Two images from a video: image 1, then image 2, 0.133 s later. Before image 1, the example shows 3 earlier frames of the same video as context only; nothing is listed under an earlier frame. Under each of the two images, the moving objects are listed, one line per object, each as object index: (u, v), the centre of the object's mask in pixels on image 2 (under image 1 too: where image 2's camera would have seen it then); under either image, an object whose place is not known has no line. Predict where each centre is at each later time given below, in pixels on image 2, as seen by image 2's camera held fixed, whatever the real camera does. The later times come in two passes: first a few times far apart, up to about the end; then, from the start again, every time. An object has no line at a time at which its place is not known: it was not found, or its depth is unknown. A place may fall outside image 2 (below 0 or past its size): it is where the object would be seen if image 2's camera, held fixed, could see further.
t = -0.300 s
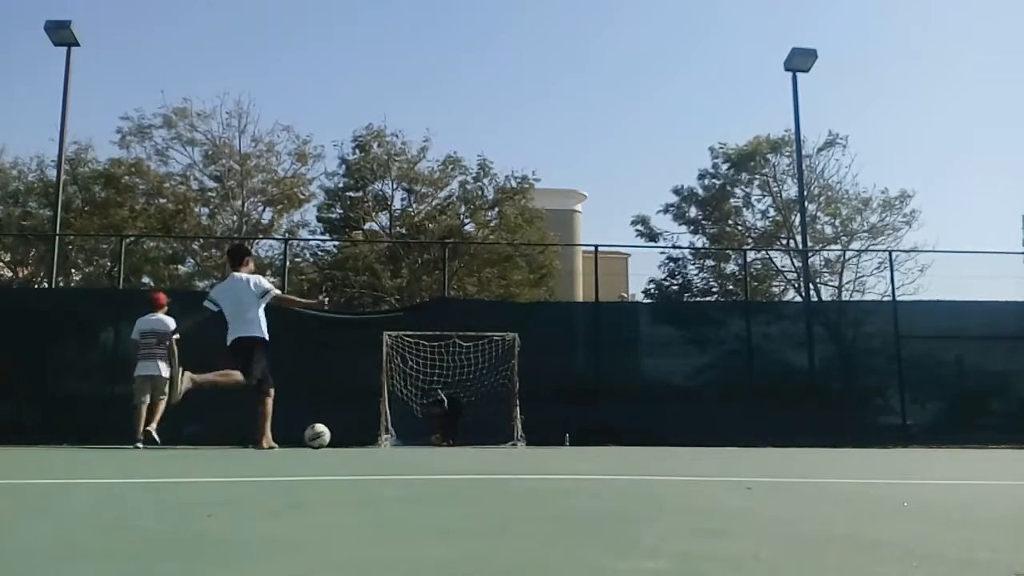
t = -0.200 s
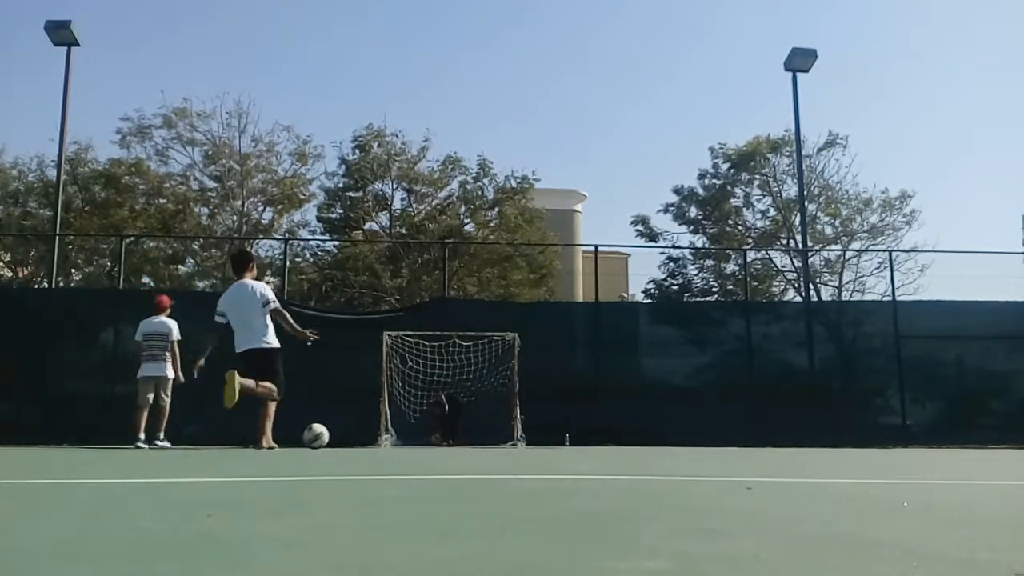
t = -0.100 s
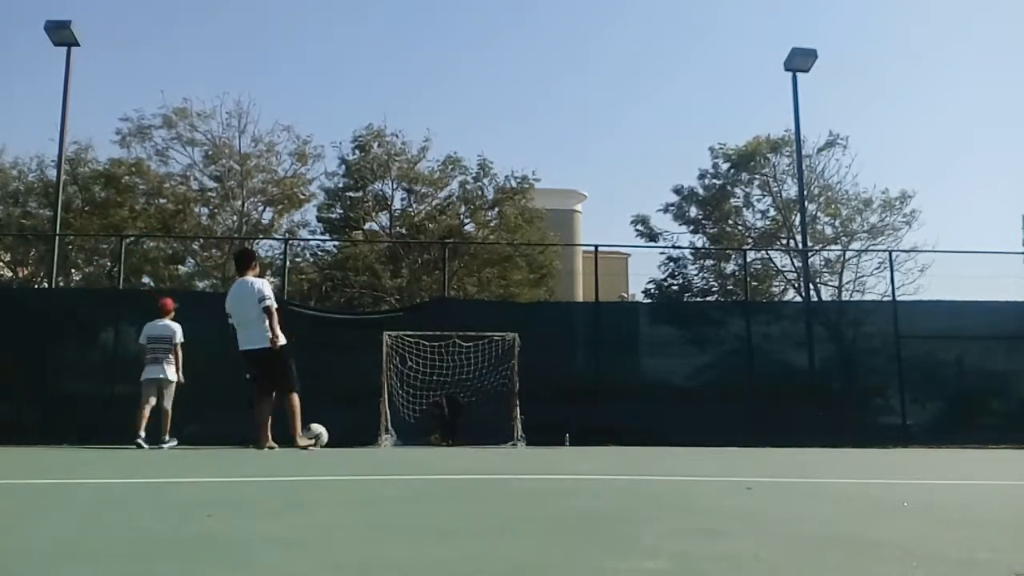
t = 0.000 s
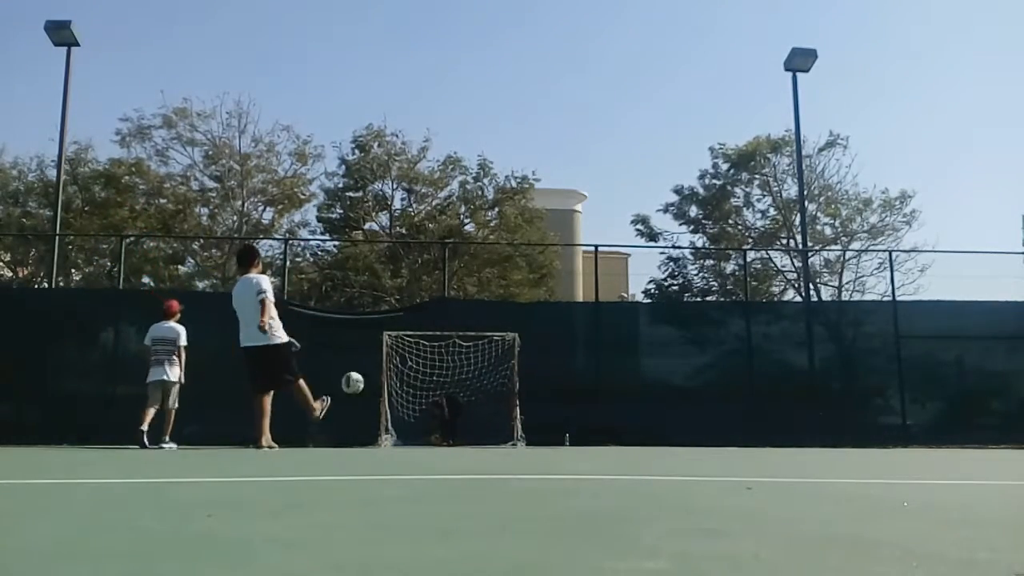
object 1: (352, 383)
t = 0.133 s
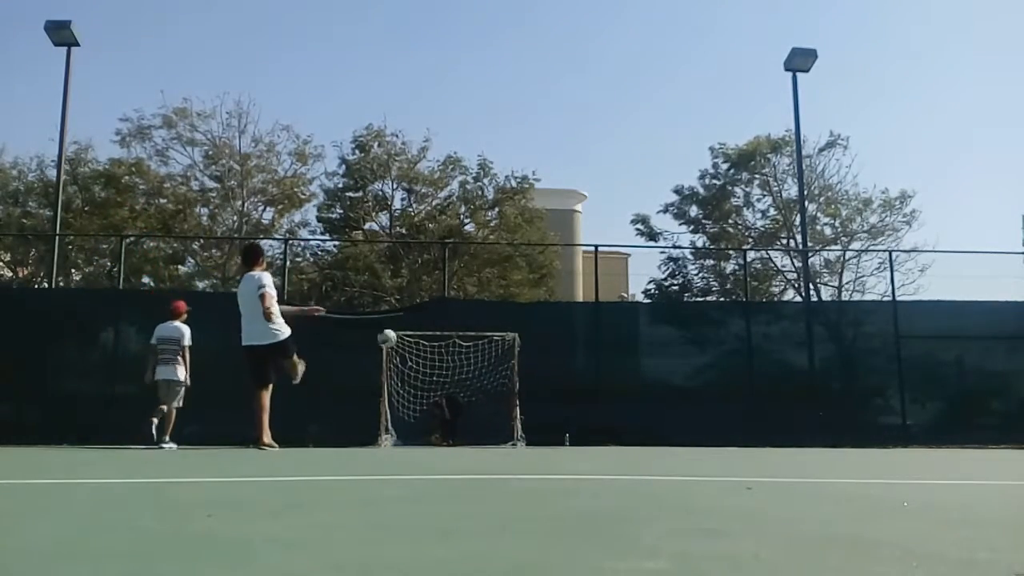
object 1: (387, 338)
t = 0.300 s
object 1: (413, 313)
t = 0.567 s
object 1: (437, 312)
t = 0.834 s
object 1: (448, 338)
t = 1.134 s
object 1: (503, 378)
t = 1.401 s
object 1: (499, 395)
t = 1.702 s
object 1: (473, 435)
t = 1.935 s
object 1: (462, 418)
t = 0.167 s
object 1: (393, 331)
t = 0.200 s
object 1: (399, 325)
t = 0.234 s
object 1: (404, 320)
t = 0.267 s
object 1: (409, 317)
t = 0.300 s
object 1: (413, 313)
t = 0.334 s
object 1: (417, 311)
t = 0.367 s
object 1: (421, 309)
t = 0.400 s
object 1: (424, 308)
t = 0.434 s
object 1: (427, 308)
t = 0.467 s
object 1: (430, 308)
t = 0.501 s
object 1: (432, 308)
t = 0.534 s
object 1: (435, 310)
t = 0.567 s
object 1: (437, 312)
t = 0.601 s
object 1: (439, 314)
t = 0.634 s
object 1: (441, 316)
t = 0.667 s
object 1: (442, 319)
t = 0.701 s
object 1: (443, 322)
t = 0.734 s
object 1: (445, 326)
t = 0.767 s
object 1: (447, 329)
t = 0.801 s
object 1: (447, 334)
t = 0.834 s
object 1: (448, 338)
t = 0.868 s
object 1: (453, 341)
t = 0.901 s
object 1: (459, 344)
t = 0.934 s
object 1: (466, 346)
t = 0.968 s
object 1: (472, 350)
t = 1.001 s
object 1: (478, 354)
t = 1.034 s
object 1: (484, 360)
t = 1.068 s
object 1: (490, 366)
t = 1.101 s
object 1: (497, 371)
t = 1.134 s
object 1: (503, 378)
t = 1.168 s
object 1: (507, 381)
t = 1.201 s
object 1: (509, 384)
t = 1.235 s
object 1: (508, 385)
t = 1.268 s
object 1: (507, 386)
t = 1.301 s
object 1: (505, 387)
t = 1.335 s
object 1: (503, 389)
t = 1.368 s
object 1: (501, 392)
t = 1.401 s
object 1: (499, 395)
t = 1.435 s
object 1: (496, 397)
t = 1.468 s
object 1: (493, 401)
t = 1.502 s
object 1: (490, 405)
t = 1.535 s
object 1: (487, 409)
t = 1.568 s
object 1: (485, 413)
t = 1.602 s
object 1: (482, 419)
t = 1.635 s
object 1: (480, 423)
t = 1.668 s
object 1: (477, 428)
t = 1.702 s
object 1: (473, 435)
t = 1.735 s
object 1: (471, 438)
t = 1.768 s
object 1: (469, 434)
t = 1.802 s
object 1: (467, 431)
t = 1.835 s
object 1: (465, 425)
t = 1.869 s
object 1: (464, 423)
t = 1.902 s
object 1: (463, 419)
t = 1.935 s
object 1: (462, 418)
